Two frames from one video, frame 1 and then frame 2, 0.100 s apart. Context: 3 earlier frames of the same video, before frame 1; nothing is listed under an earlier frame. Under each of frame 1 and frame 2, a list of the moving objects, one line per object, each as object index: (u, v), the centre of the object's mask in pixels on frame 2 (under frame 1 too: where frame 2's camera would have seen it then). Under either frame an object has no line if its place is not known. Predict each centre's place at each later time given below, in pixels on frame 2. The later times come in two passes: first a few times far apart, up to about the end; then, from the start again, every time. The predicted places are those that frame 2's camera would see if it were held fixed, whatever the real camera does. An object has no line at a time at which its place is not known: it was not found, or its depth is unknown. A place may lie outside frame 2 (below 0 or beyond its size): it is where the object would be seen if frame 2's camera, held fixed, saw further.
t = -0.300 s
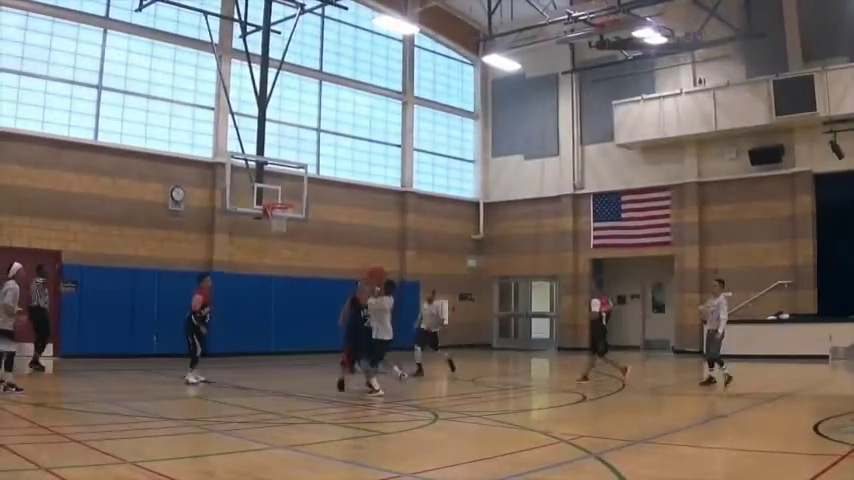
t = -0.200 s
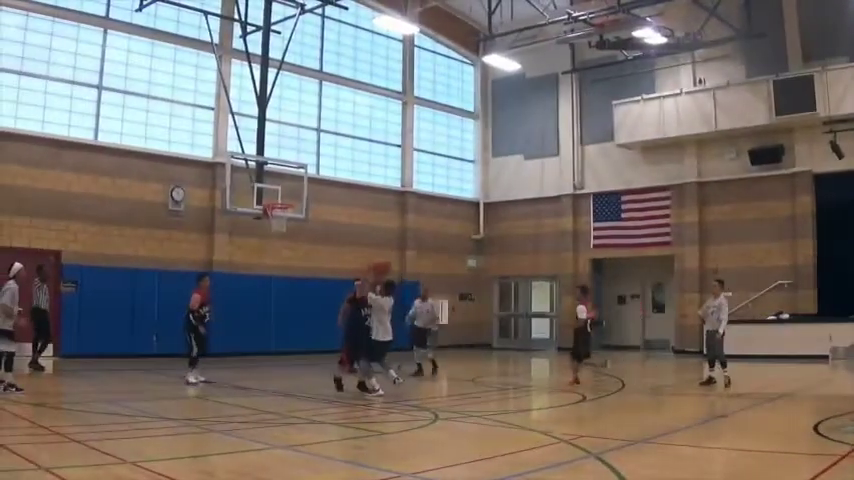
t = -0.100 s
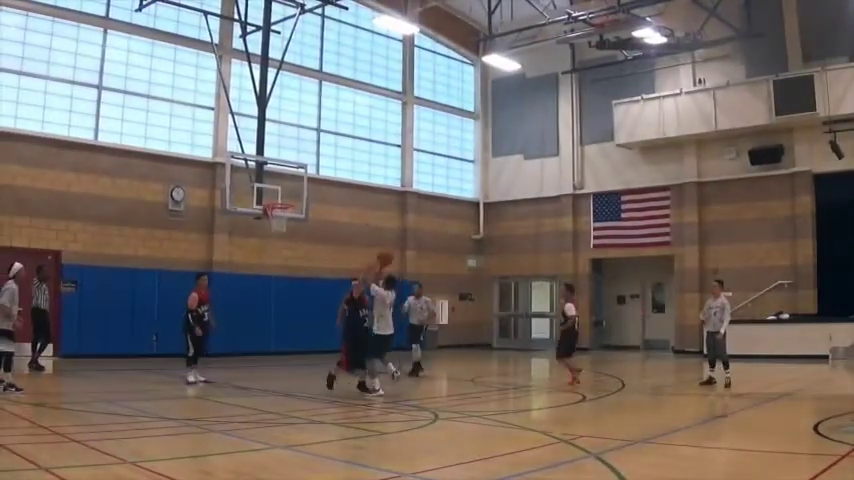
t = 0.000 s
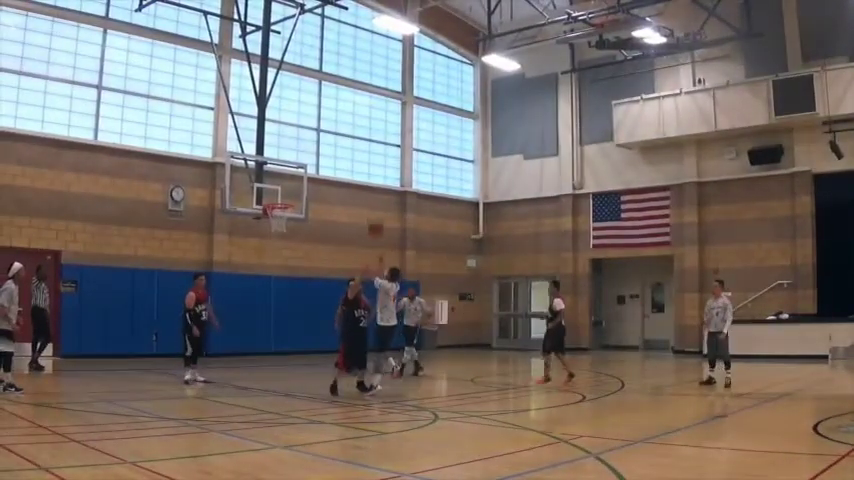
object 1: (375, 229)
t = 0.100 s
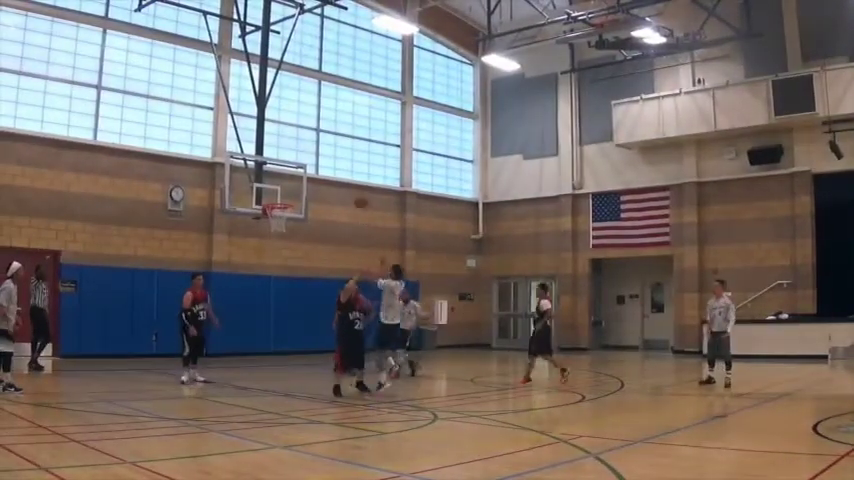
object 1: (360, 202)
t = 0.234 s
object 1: (344, 178)
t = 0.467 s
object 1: (316, 169)
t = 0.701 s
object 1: (291, 190)
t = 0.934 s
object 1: (289, 184)
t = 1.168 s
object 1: (290, 192)
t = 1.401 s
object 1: (293, 199)
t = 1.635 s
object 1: (300, 216)
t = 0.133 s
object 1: (358, 197)
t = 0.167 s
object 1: (352, 189)
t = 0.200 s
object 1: (349, 181)
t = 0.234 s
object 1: (344, 178)
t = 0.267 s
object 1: (340, 175)
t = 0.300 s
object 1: (336, 172)
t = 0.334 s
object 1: (331, 170)
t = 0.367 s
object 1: (327, 169)
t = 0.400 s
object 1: (323, 168)
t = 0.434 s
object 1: (320, 168)
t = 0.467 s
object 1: (316, 169)
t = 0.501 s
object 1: (312, 171)
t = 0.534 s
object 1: (309, 172)
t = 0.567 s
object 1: (305, 173)
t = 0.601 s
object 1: (302, 177)
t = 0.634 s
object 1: (297, 182)
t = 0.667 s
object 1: (294, 187)
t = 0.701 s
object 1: (291, 190)
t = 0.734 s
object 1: (287, 194)
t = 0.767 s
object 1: (285, 195)
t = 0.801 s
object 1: (286, 194)
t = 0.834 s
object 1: (285, 192)
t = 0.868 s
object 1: (287, 188)
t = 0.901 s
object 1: (288, 185)
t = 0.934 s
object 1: (289, 184)
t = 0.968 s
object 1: (289, 184)
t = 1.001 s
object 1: (289, 183)
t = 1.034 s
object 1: (289, 183)
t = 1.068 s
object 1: (289, 183)
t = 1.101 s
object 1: (290, 186)
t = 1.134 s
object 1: (290, 188)
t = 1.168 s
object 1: (290, 192)
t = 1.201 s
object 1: (290, 195)
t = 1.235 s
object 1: (292, 199)
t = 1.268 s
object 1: (292, 199)
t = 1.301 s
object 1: (292, 199)
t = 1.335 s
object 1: (292, 199)
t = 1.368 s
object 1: (292, 198)
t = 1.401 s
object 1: (293, 199)
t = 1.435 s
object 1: (294, 200)
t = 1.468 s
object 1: (294, 200)
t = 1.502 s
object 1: (297, 204)
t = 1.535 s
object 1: (297, 206)
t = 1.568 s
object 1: (298, 208)
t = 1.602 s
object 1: (300, 212)
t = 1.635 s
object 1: (300, 216)
